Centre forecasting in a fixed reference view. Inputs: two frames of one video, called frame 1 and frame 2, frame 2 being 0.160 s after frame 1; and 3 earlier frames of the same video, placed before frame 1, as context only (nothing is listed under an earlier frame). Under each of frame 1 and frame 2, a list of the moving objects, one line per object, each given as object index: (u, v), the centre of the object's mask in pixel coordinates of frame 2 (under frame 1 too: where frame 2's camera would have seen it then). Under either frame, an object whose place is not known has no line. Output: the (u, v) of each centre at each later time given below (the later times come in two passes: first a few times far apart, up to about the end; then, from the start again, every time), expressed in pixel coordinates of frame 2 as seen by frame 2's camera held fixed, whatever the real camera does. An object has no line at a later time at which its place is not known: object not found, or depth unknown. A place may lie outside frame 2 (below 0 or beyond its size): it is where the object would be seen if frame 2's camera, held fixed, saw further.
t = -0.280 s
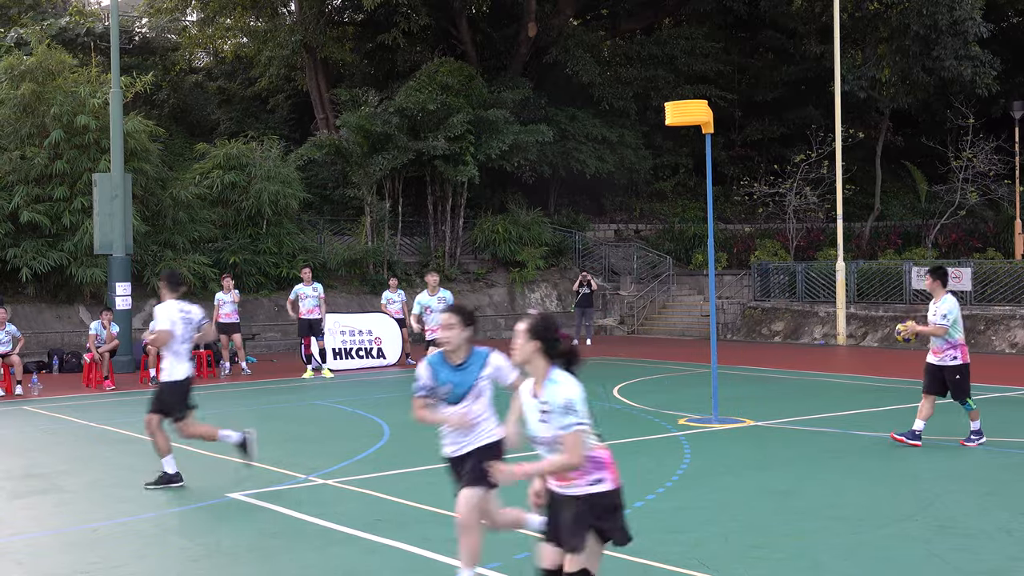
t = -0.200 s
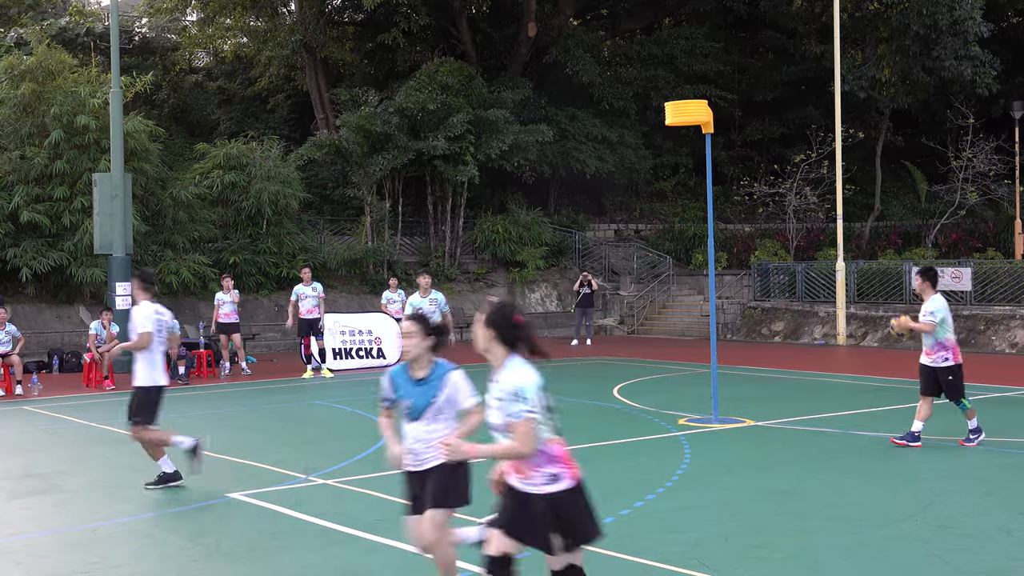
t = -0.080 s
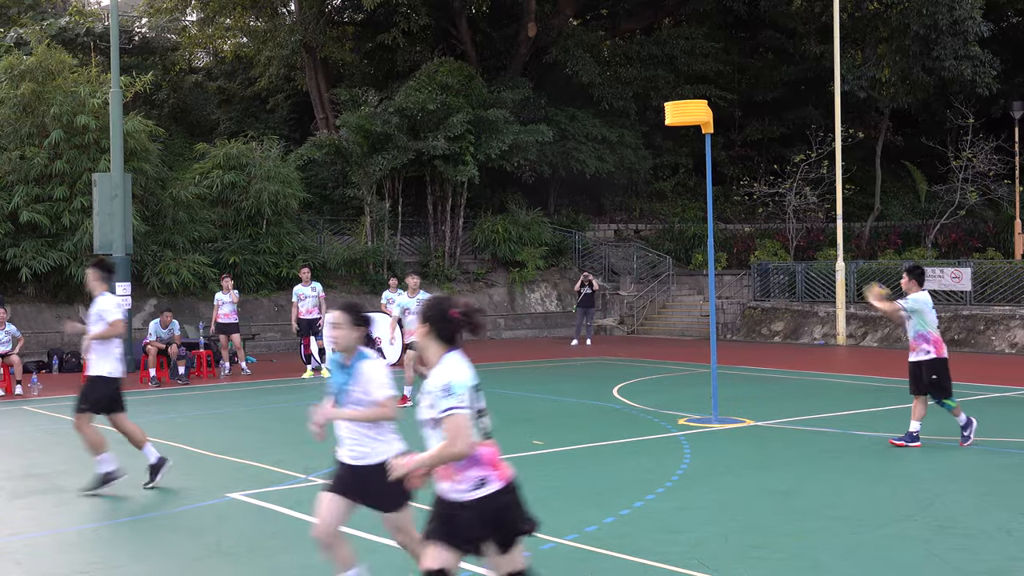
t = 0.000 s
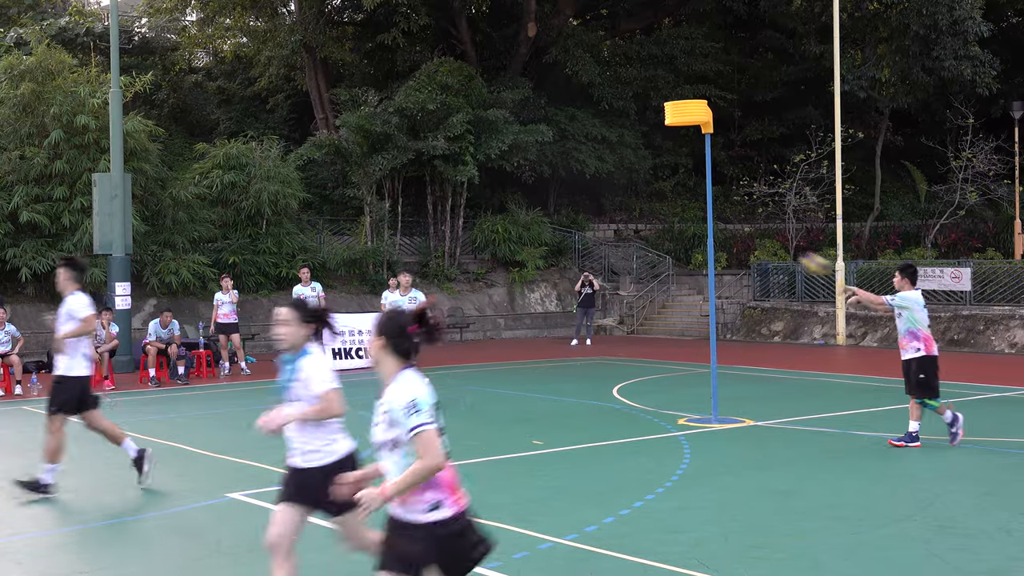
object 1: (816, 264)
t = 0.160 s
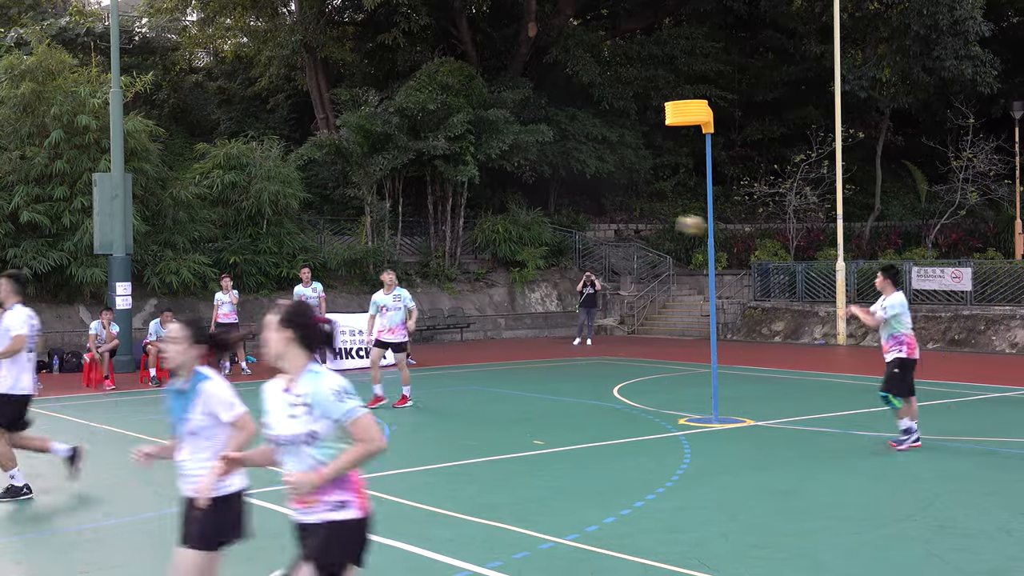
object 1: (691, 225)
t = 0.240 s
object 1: (633, 215)
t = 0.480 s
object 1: (475, 221)
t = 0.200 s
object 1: (662, 219)
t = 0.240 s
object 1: (633, 215)
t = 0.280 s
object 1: (605, 212)
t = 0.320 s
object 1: (577, 211)
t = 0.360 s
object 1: (552, 211)
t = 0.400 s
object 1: (525, 212)
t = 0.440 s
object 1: (500, 215)
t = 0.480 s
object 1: (475, 221)
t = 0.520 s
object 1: (451, 225)
